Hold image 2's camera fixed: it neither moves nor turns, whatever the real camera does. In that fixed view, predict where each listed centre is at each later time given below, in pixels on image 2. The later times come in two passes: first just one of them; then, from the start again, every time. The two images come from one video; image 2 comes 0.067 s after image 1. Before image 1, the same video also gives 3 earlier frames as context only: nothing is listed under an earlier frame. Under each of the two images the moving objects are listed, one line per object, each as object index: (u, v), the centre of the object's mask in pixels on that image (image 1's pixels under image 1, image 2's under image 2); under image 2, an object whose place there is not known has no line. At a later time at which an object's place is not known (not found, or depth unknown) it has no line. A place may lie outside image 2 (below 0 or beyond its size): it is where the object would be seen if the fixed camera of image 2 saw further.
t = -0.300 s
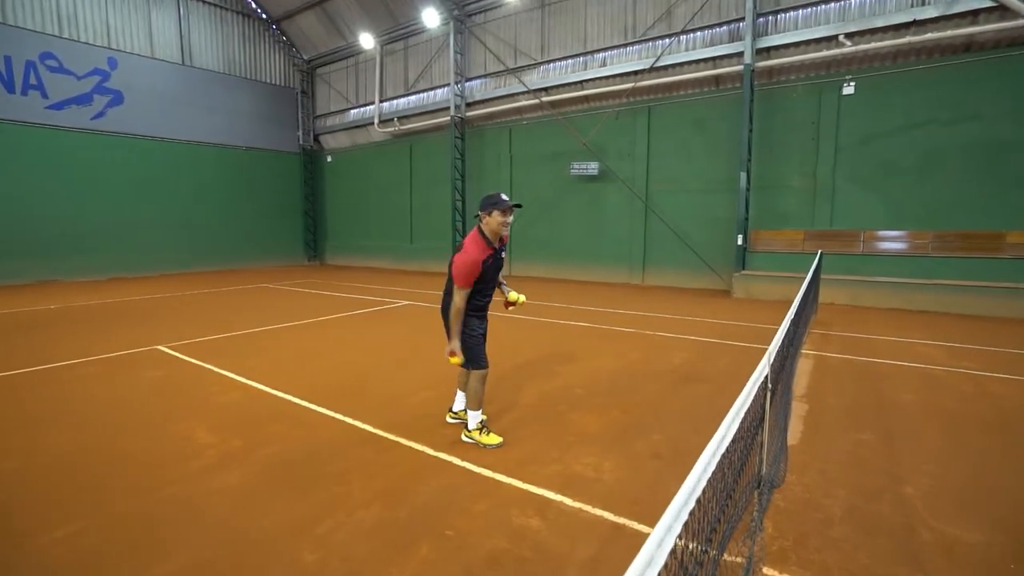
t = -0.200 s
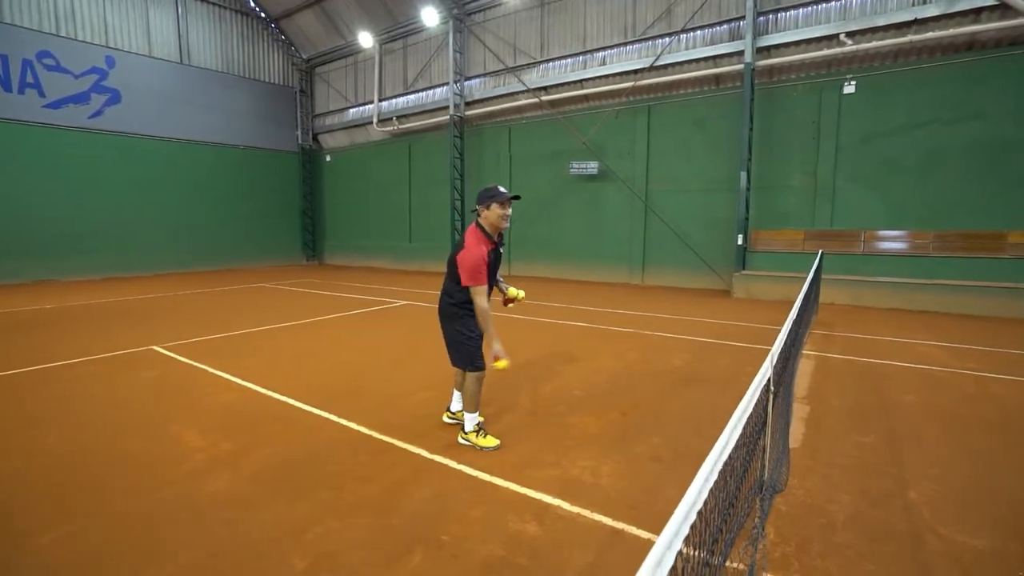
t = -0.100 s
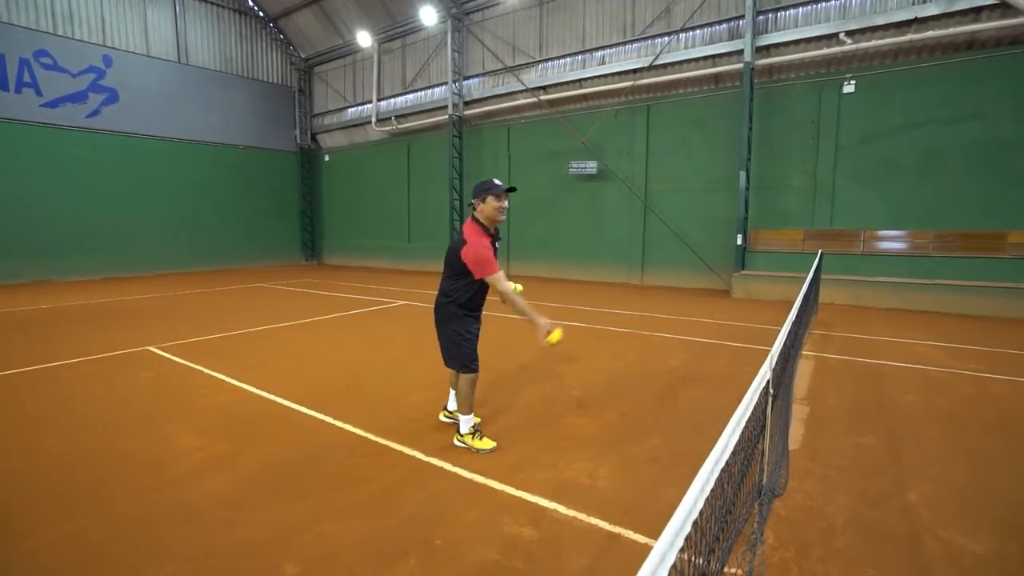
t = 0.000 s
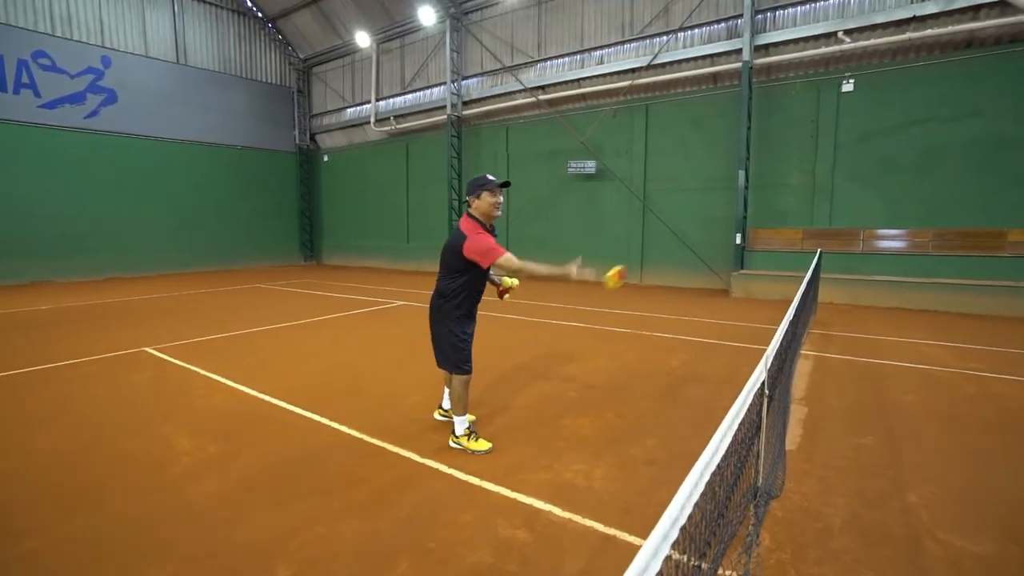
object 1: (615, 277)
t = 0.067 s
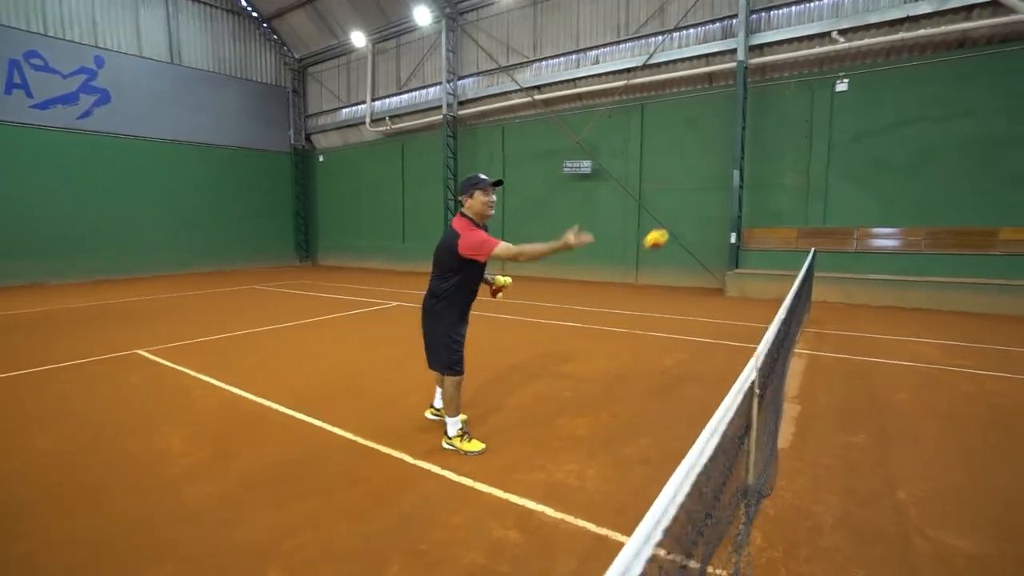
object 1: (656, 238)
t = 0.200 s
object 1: (750, 184)
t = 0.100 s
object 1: (679, 221)
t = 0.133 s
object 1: (702, 207)
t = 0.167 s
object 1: (726, 194)
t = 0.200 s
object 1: (750, 184)
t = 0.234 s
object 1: (774, 176)
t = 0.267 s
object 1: (799, 170)
